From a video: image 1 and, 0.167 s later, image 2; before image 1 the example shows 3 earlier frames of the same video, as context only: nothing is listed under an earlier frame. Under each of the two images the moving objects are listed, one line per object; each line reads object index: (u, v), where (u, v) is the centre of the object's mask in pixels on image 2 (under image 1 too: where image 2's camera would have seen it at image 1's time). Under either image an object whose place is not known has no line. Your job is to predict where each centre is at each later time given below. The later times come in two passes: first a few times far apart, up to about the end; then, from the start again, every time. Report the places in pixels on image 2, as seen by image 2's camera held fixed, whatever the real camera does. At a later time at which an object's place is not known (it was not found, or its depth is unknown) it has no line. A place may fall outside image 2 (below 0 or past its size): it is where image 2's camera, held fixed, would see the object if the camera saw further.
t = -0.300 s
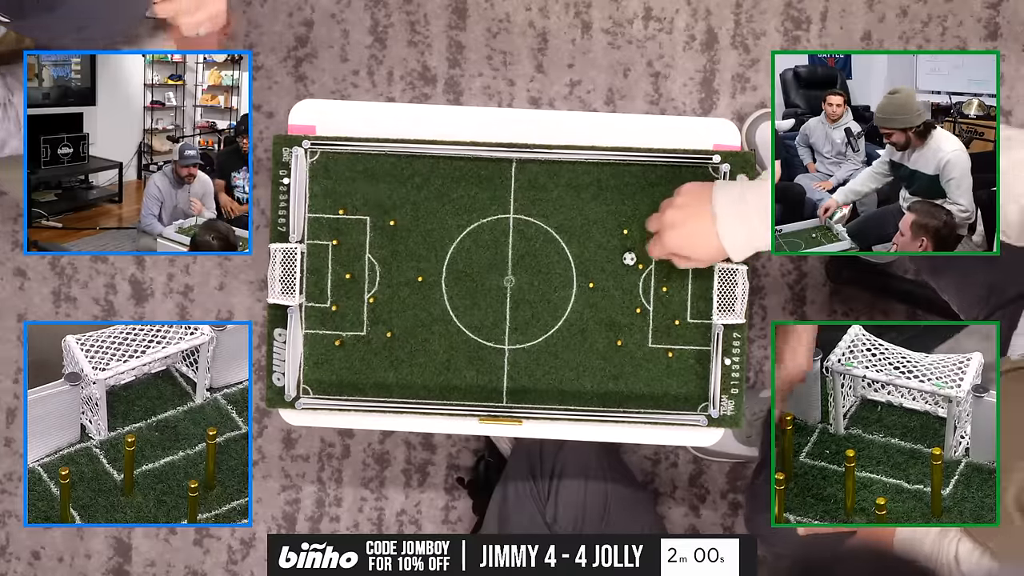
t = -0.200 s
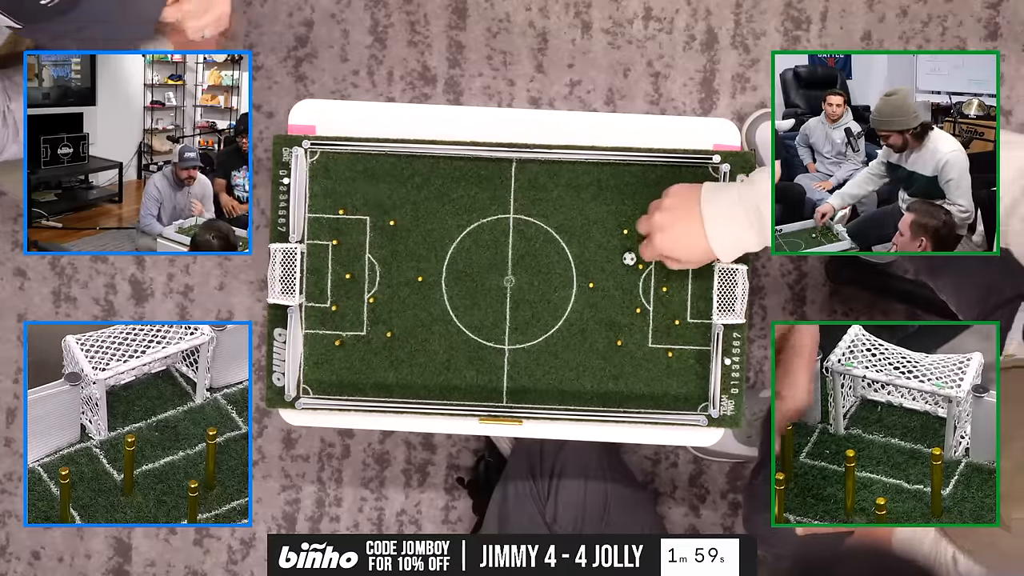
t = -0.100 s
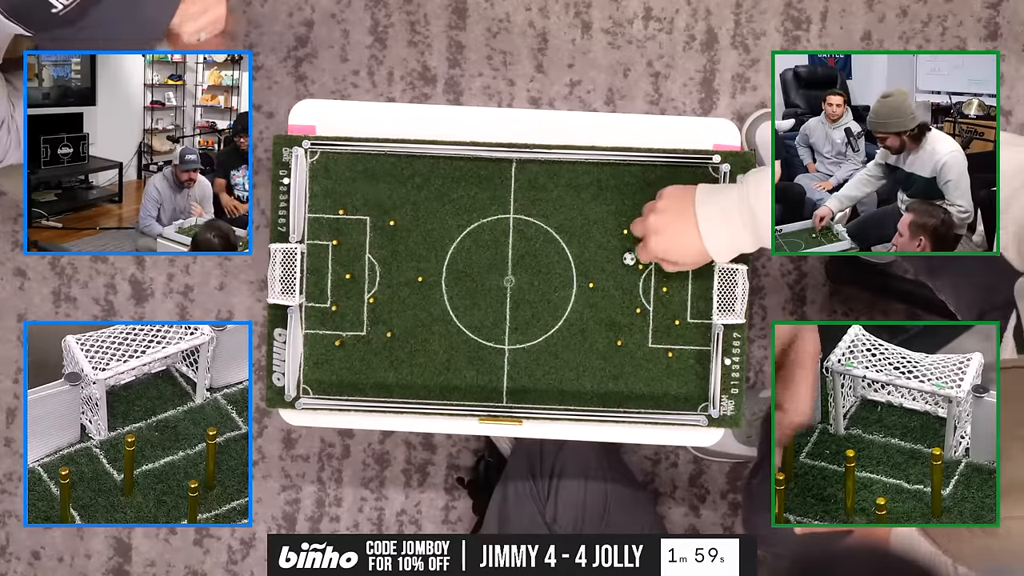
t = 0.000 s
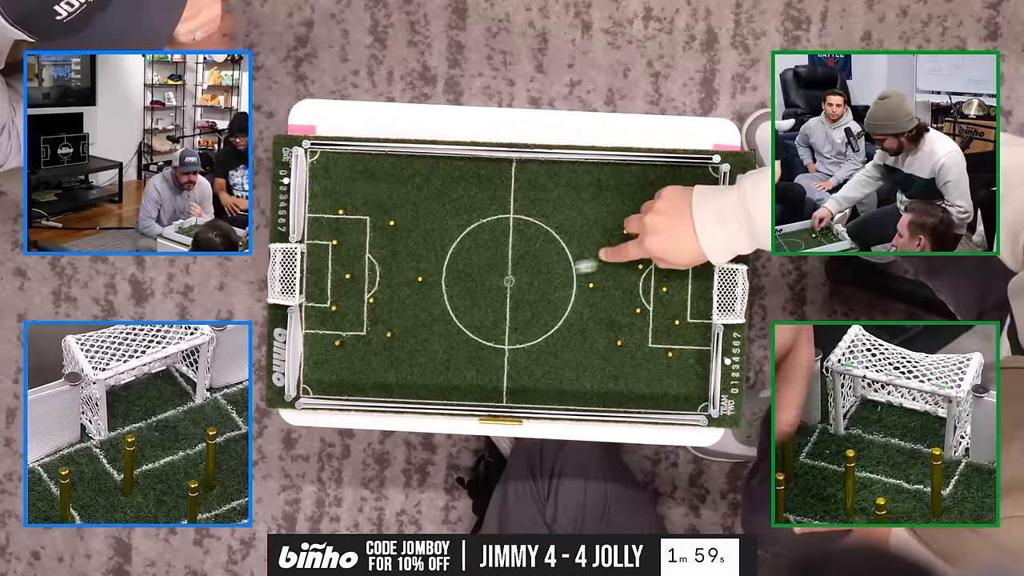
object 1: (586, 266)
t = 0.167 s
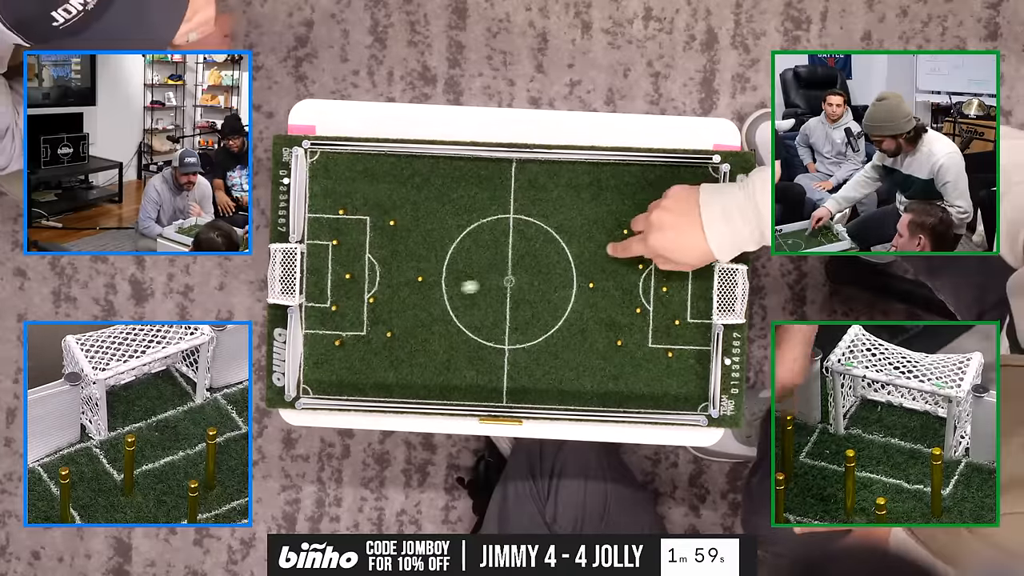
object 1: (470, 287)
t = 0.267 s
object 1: (418, 296)
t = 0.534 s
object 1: (371, 347)
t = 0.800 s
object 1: (366, 377)
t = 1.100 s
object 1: (367, 379)
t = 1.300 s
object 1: (368, 378)
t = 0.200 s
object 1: (452, 289)
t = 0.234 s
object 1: (434, 293)
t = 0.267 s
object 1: (418, 296)
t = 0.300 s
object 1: (401, 299)
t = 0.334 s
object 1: (386, 303)
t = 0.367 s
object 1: (381, 311)
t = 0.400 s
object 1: (379, 320)
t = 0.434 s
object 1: (377, 328)
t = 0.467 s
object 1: (375, 335)
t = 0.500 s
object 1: (373, 341)
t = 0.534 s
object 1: (371, 347)
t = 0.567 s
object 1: (370, 353)
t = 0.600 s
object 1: (368, 359)
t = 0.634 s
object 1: (368, 363)
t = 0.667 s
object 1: (367, 367)
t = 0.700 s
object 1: (366, 370)
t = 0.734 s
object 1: (366, 373)
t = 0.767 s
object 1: (366, 375)
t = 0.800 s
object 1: (366, 377)
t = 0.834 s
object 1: (366, 378)
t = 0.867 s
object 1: (366, 379)
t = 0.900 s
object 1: (366, 379)
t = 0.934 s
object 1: (366, 379)
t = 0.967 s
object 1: (366, 379)
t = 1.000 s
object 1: (367, 379)
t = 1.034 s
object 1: (367, 379)
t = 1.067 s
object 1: (367, 379)
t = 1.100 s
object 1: (367, 379)
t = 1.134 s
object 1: (367, 379)
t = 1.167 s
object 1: (367, 378)
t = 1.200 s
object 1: (368, 378)
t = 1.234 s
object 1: (368, 378)
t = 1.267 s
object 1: (368, 378)
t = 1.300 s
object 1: (368, 378)
